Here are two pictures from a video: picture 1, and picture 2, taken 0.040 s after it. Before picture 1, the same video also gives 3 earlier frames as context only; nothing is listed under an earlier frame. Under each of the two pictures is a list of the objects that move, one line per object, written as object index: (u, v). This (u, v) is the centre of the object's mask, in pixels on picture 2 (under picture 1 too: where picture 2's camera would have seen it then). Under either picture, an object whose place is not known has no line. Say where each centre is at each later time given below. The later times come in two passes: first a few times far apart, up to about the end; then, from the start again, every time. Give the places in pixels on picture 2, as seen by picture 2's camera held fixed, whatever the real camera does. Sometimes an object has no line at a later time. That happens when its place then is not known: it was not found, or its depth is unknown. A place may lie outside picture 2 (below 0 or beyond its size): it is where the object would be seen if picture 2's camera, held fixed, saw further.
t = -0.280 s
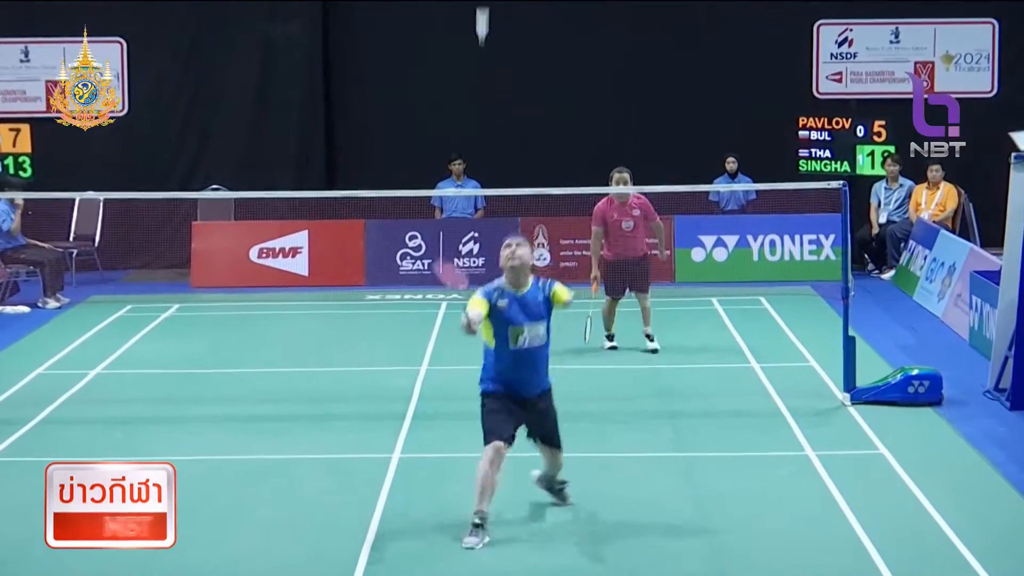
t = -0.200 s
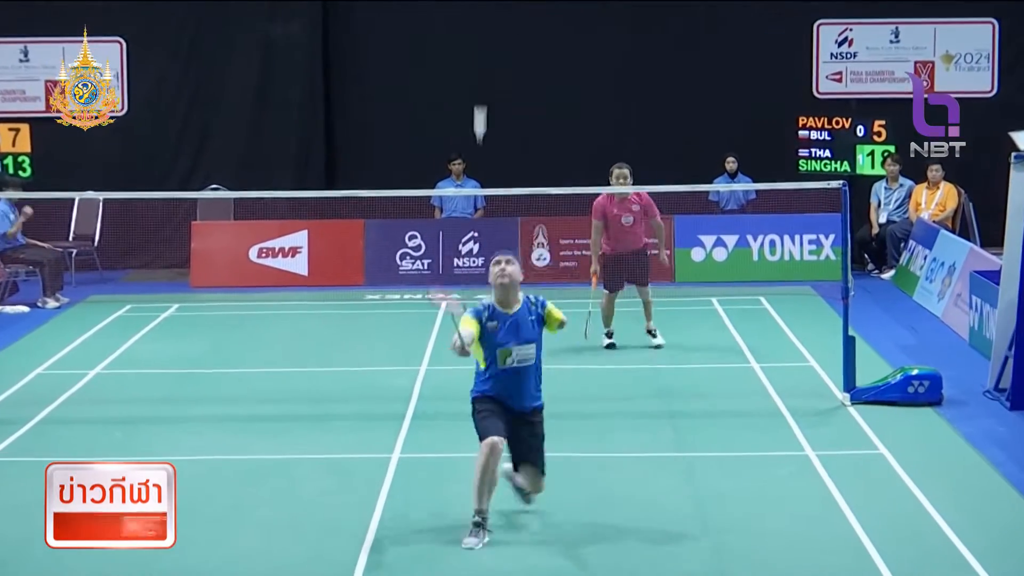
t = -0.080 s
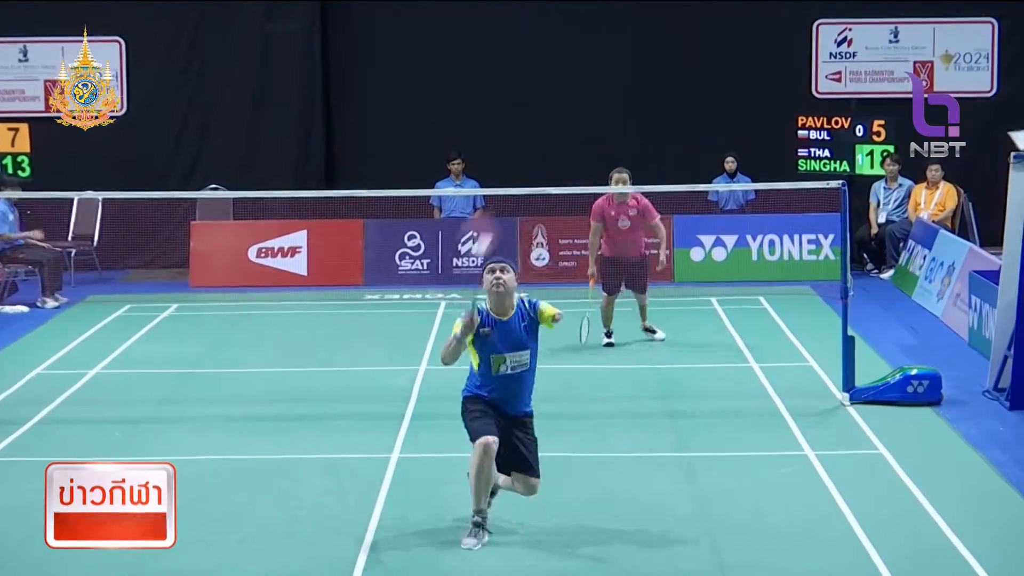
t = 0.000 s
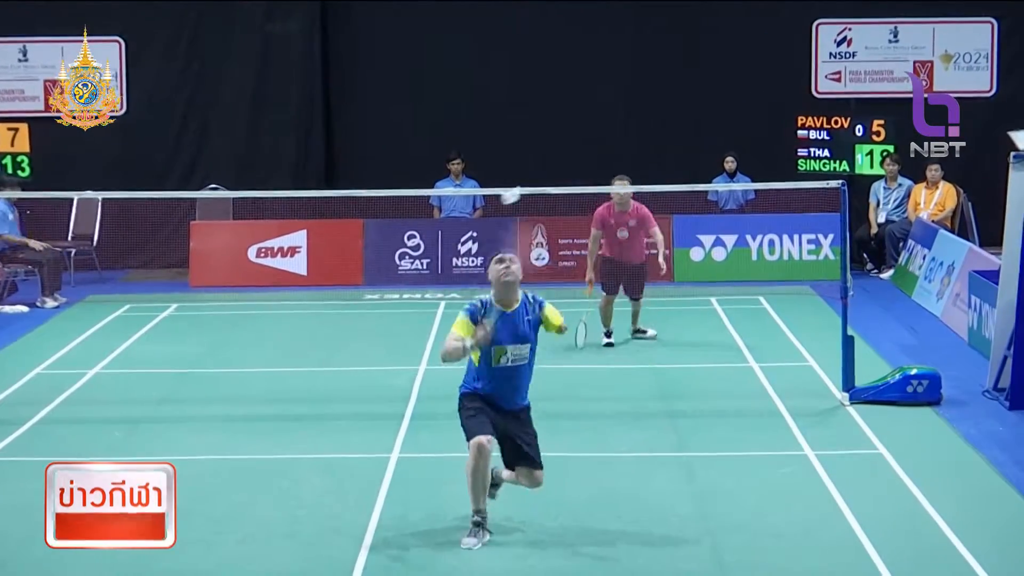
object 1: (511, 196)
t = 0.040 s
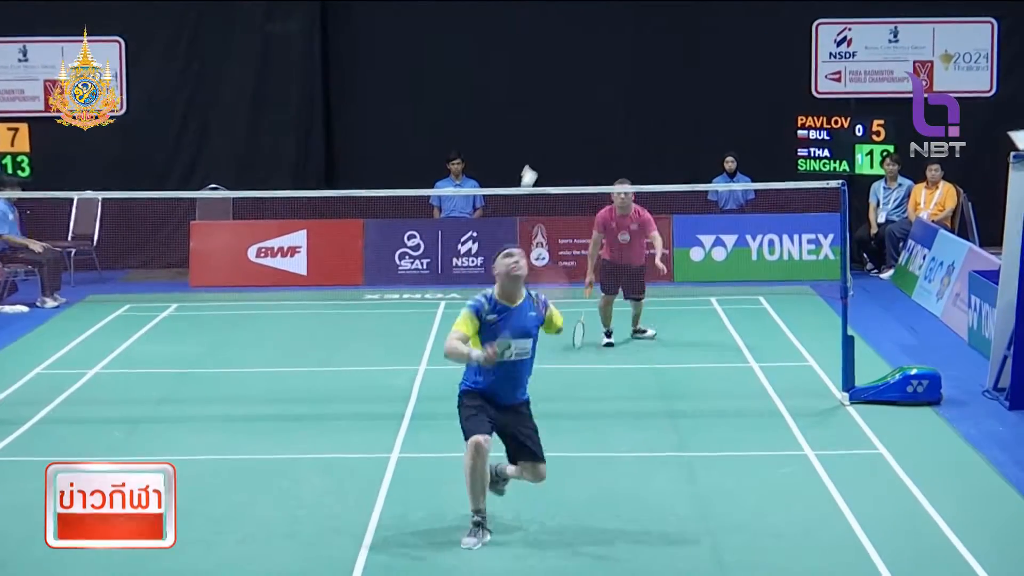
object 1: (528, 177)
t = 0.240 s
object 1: (559, 125)
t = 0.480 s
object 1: (595, 158)
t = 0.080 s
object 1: (537, 159)
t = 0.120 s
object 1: (541, 144)
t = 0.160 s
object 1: (545, 133)
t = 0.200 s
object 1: (552, 127)
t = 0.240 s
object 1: (559, 125)
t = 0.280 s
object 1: (566, 124)
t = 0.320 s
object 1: (573, 126)
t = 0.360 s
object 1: (579, 130)
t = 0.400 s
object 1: (585, 137)
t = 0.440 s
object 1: (590, 147)
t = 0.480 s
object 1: (595, 158)
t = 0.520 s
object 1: (600, 171)
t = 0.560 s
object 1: (604, 185)
